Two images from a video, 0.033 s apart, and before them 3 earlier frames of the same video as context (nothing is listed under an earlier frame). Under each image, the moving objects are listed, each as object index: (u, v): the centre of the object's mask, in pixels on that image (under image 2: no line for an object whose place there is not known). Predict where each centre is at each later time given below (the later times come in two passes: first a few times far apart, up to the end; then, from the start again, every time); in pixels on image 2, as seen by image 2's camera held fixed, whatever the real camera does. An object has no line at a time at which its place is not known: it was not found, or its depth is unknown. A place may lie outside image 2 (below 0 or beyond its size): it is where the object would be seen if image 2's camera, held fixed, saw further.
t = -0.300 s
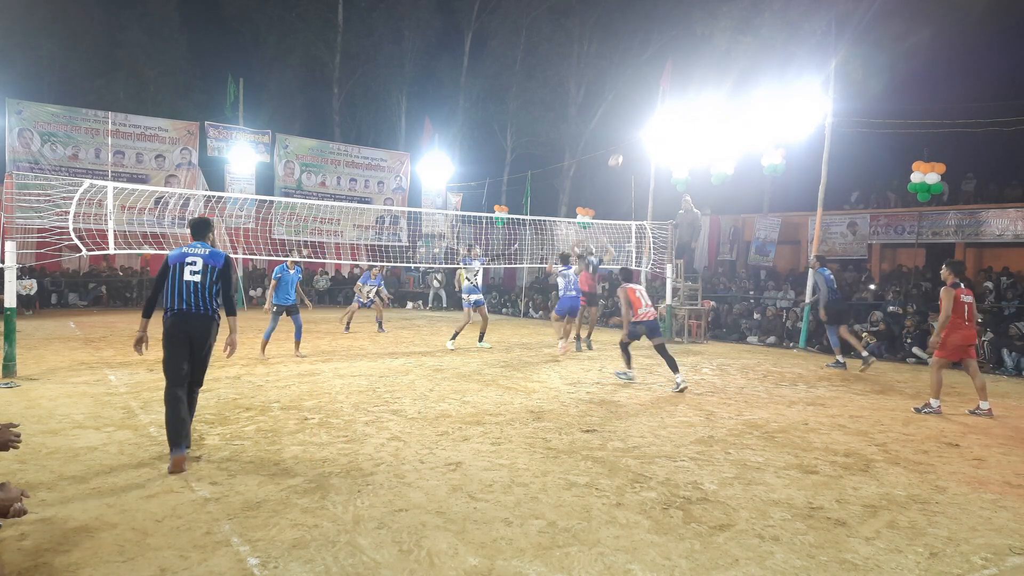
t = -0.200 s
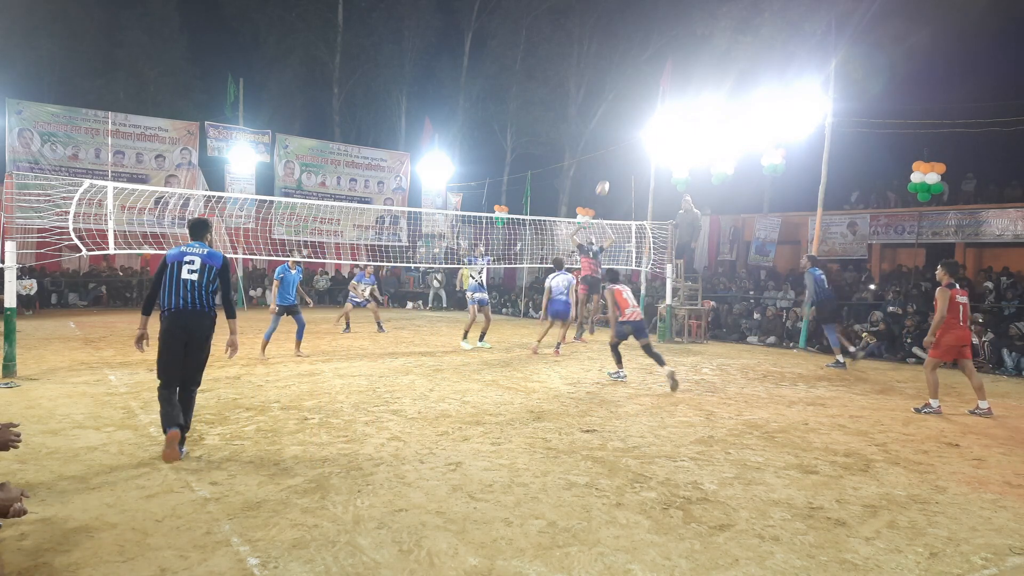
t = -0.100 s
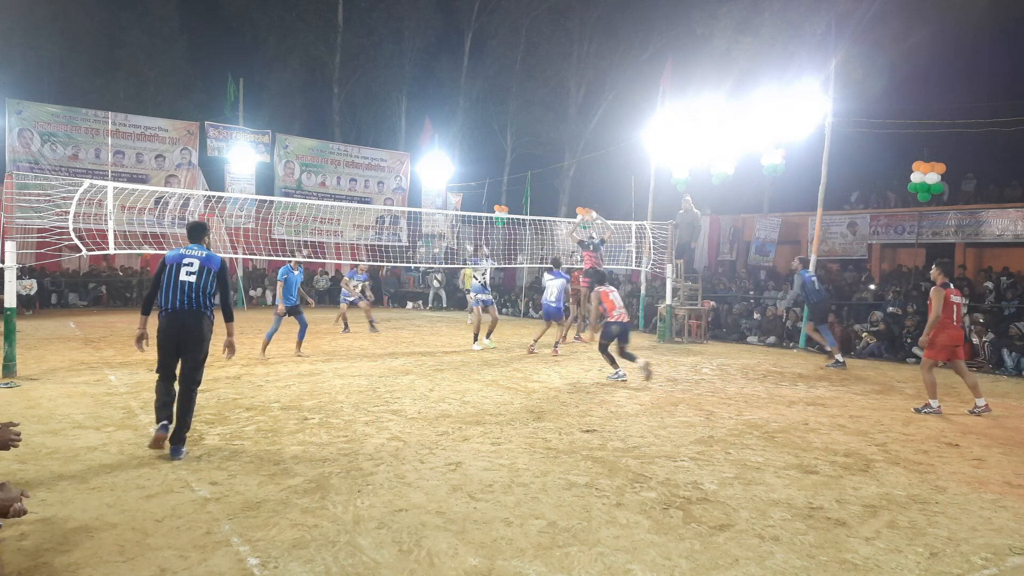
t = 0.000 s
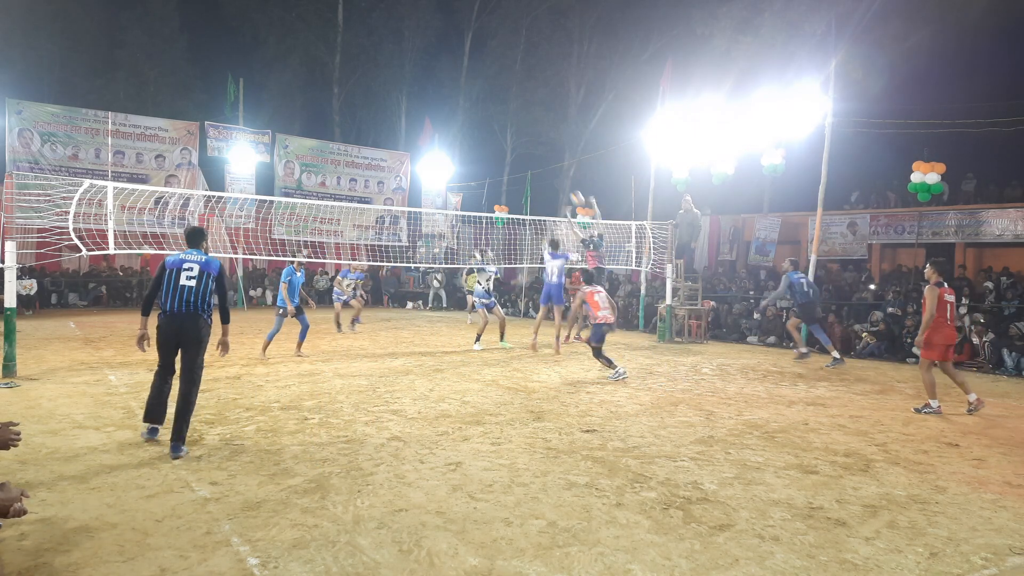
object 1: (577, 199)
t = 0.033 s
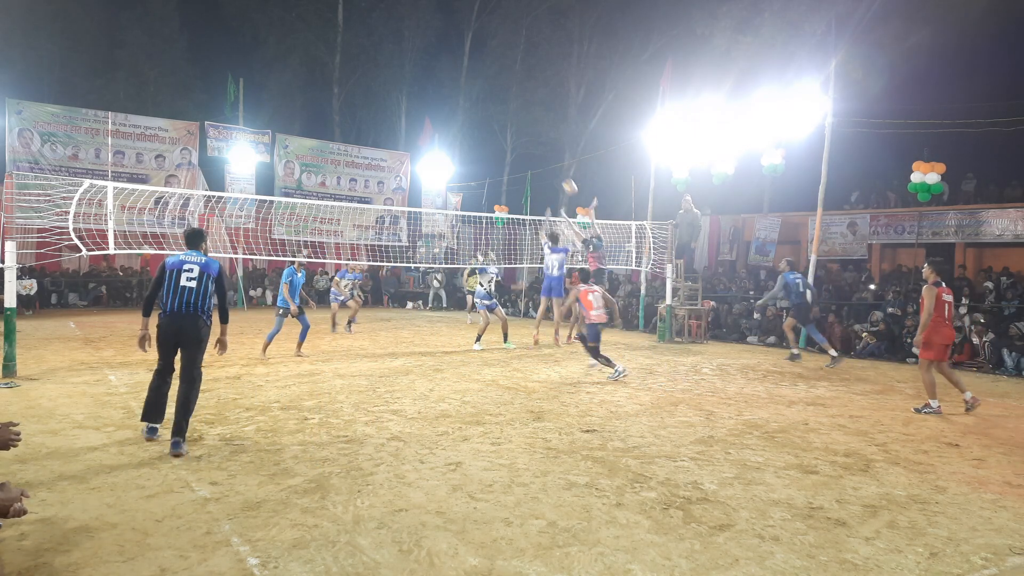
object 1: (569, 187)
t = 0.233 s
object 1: (523, 127)
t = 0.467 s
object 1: (462, 81)
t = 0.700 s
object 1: (394, 66)
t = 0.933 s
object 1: (318, 90)
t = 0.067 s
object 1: (562, 175)
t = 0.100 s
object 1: (555, 165)
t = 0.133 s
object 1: (547, 155)
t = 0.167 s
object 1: (539, 145)
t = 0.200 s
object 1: (531, 135)
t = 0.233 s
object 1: (523, 127)
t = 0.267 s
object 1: (515, 118)
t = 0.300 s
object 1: (506, 111)
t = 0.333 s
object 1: (497, 103)
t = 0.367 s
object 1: (489, 97)
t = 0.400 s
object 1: (480, 91)
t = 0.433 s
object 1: (471, 85)
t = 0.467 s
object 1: (462, 81)
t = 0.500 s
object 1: (452, 76)
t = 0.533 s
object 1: (443, 73)
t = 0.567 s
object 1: (433, 70)
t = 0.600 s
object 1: (423, 68)
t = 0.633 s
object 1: (414, 67)
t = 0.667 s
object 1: (404, 66)
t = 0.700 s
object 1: (394, 66)
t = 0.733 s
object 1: (383, 67)
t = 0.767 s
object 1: (373, 69)
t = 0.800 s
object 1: (362, 72)
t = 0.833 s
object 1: (351, 75)
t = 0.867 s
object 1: (341, 79)
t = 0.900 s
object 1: (330, 84)
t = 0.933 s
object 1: (318, 90)
